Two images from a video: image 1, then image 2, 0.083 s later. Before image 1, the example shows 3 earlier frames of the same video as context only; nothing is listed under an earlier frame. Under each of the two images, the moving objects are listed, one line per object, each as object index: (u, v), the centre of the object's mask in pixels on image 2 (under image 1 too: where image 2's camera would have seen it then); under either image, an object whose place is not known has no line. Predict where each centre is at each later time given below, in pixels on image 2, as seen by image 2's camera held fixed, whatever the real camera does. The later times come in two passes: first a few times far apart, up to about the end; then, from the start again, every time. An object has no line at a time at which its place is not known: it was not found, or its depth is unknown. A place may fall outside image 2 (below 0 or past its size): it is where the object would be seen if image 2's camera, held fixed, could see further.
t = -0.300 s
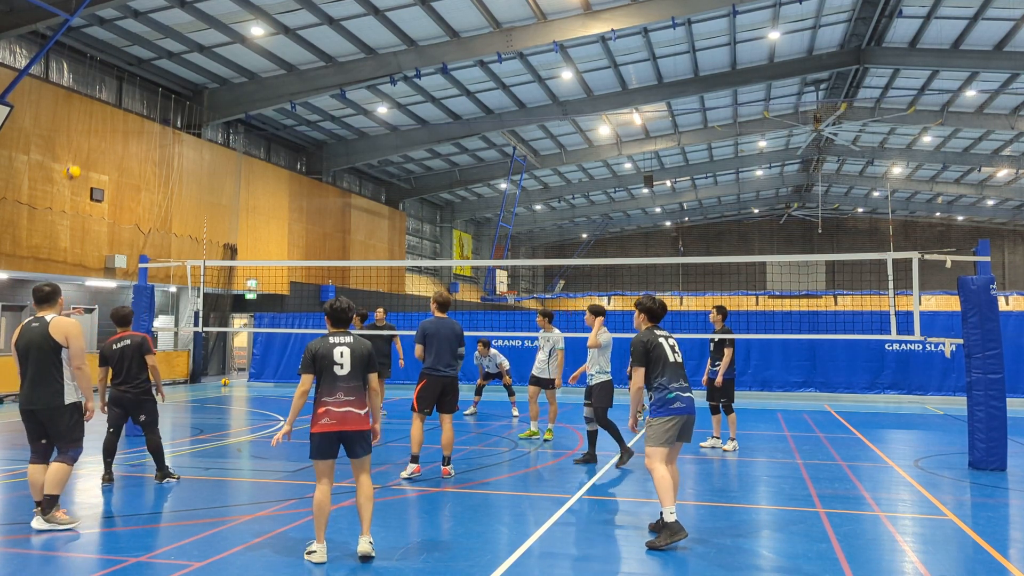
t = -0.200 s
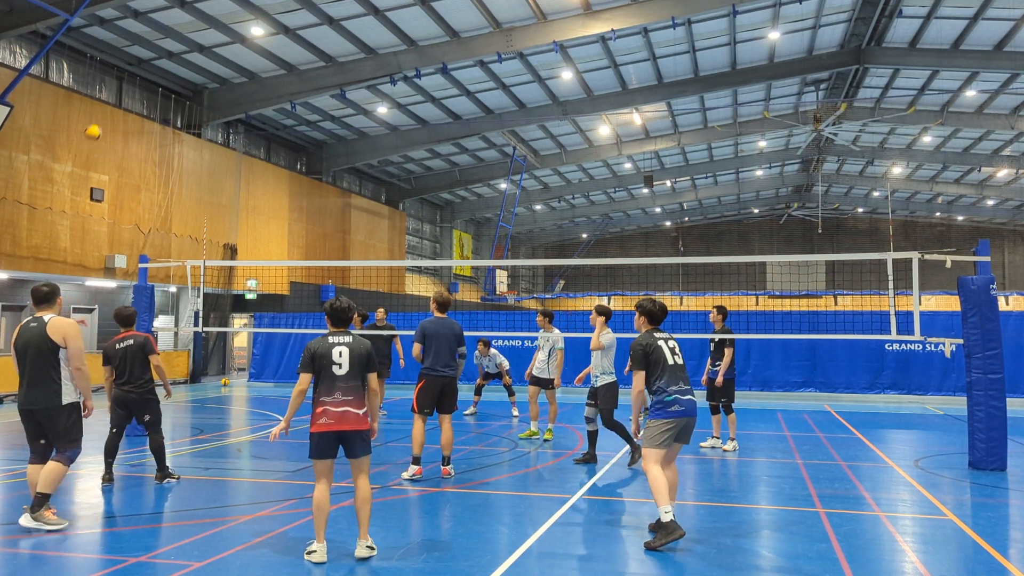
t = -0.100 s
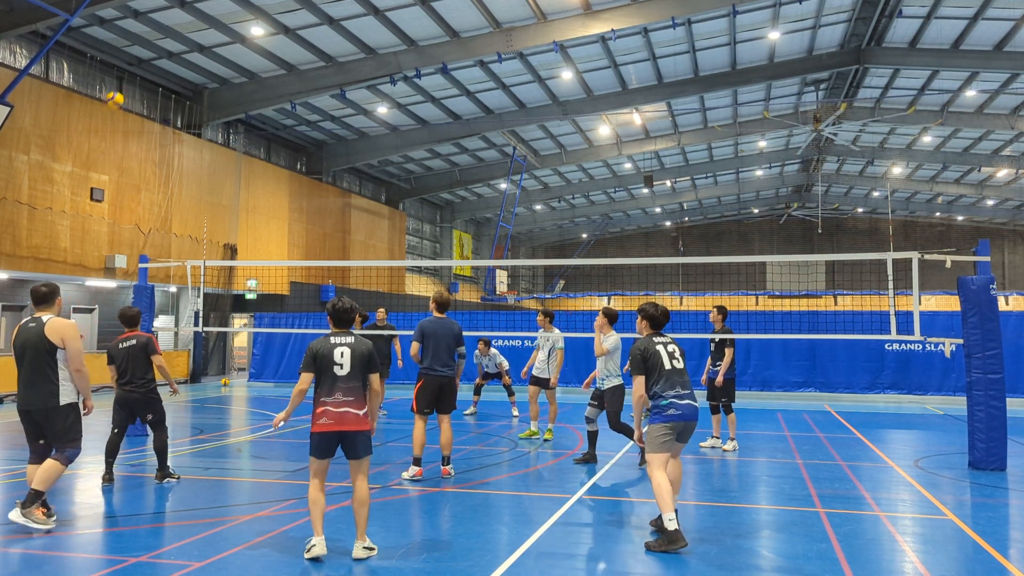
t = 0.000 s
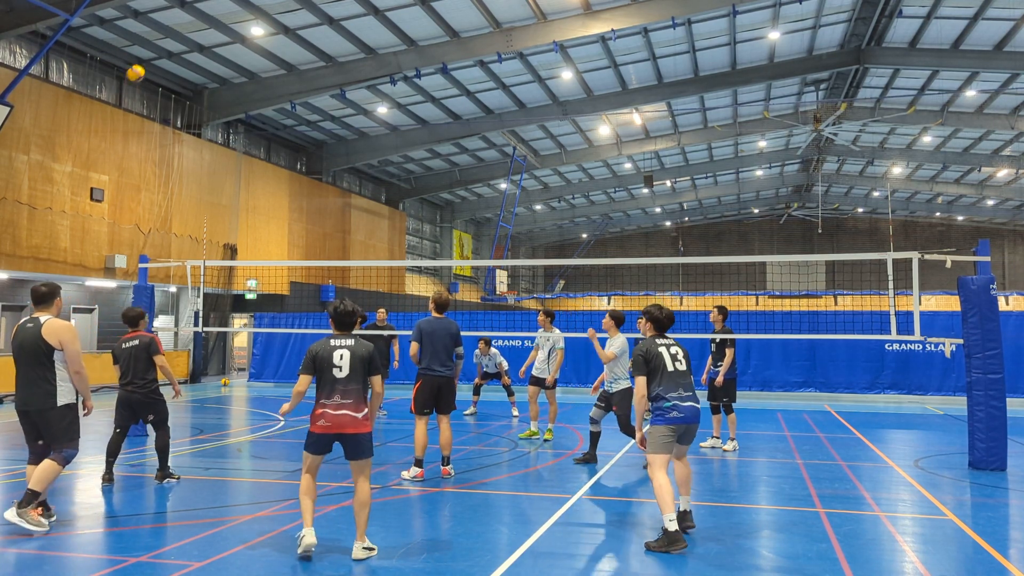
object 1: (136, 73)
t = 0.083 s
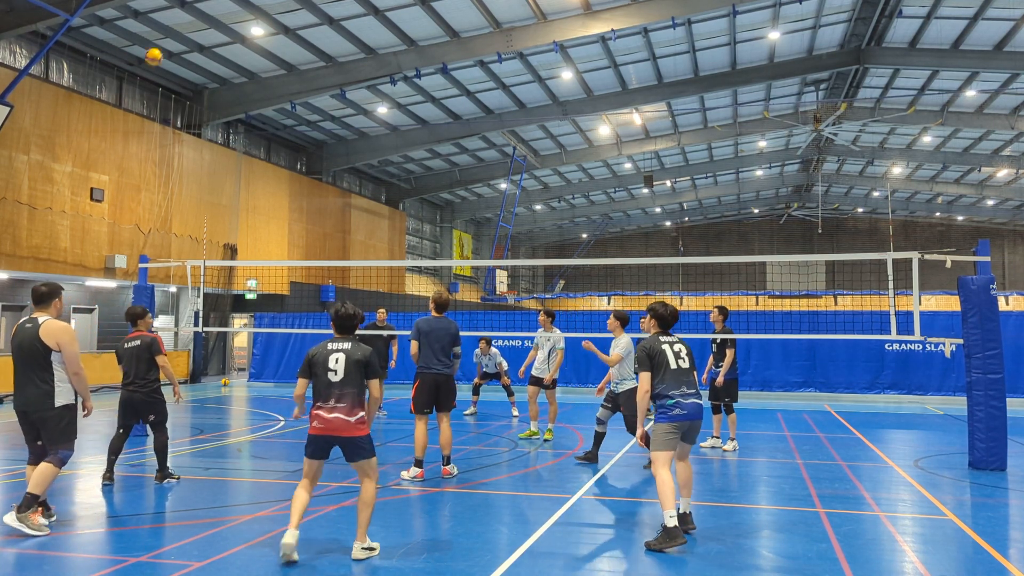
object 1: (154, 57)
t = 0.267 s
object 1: (193, 36)
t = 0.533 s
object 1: (252, 49)
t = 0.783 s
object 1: (311, 112)
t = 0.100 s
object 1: (157, 54)
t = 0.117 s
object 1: (161, 51)
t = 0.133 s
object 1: (164, 49)
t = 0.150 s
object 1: (168, 47)
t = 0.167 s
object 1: (171, 44)
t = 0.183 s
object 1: (175, 43)
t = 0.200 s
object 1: (179, 41)
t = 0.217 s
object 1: (182, 39)
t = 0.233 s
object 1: (186, 38)
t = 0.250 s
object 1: (189, 37)
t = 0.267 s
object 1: (193, 36)
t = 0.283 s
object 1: (196, 35)
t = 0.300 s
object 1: (201, 35)
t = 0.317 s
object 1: (204, 34)
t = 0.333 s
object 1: (208, 35)
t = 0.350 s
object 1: (211, 35)
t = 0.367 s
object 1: (215, 35)
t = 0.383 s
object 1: (219, 36)
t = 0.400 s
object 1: (223, 36)
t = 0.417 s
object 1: (226, 37)
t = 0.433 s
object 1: (230, 38)
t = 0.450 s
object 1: (234, 39)
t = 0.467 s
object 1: (238, 41)
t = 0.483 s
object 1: (241, 43)
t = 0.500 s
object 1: (245, 45)
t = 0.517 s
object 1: (249, 47)
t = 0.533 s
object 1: (252, 49)
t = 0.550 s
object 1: (256, 52)
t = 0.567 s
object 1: (260, 55)
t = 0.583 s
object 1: (264, 58)
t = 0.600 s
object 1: (268, 61)
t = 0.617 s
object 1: (272, 65)
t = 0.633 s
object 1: (276, 69)
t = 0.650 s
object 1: (279, 73)
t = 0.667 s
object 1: (283, 77)
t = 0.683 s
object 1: (287, 81)
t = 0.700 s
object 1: (291, 86)
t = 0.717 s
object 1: (295, 91)
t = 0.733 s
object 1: (299, 96)
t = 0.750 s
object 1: (302, 101)
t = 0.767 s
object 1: (306, 106)
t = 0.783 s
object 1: (311, 112)
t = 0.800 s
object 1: (314, 118)
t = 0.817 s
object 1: (319, 124)
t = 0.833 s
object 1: (323, 130)
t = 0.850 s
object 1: (327, 137)
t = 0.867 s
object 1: (330, 144)
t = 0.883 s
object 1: (334, 152)
